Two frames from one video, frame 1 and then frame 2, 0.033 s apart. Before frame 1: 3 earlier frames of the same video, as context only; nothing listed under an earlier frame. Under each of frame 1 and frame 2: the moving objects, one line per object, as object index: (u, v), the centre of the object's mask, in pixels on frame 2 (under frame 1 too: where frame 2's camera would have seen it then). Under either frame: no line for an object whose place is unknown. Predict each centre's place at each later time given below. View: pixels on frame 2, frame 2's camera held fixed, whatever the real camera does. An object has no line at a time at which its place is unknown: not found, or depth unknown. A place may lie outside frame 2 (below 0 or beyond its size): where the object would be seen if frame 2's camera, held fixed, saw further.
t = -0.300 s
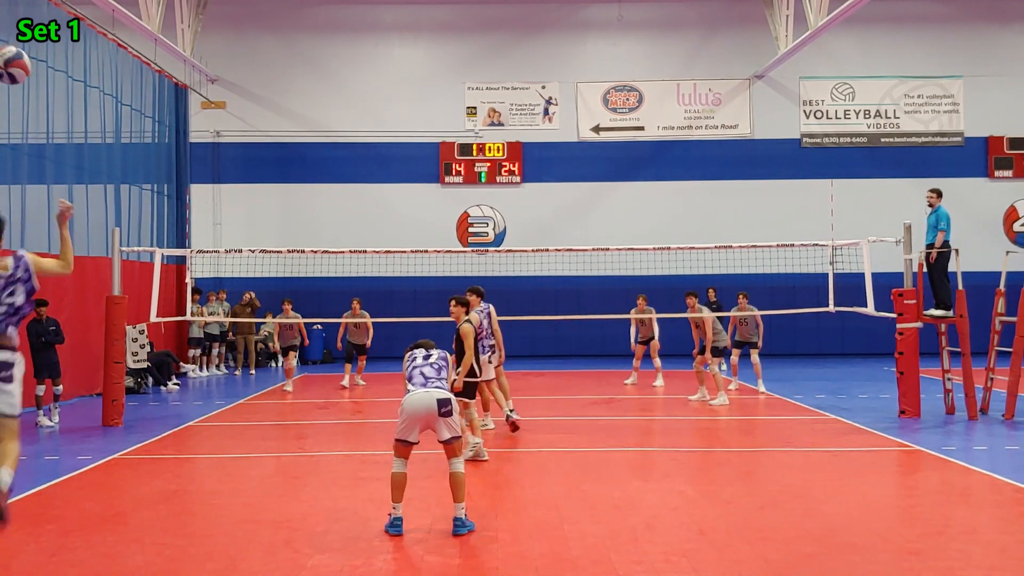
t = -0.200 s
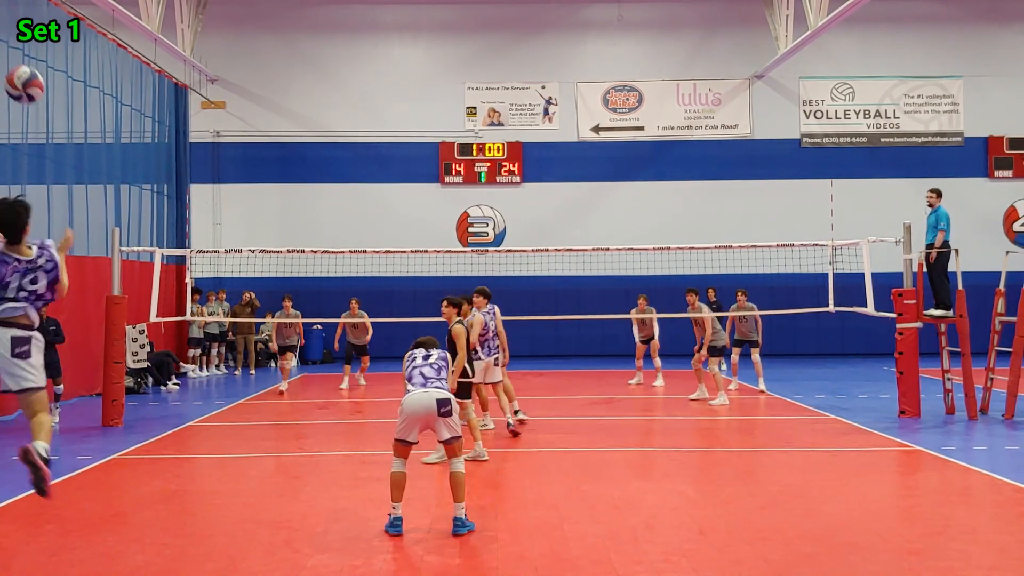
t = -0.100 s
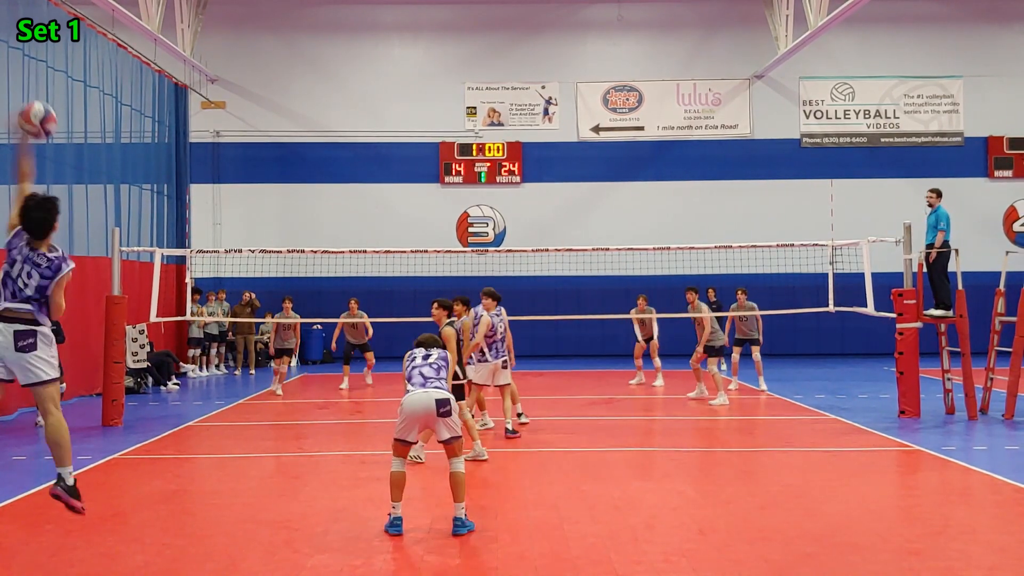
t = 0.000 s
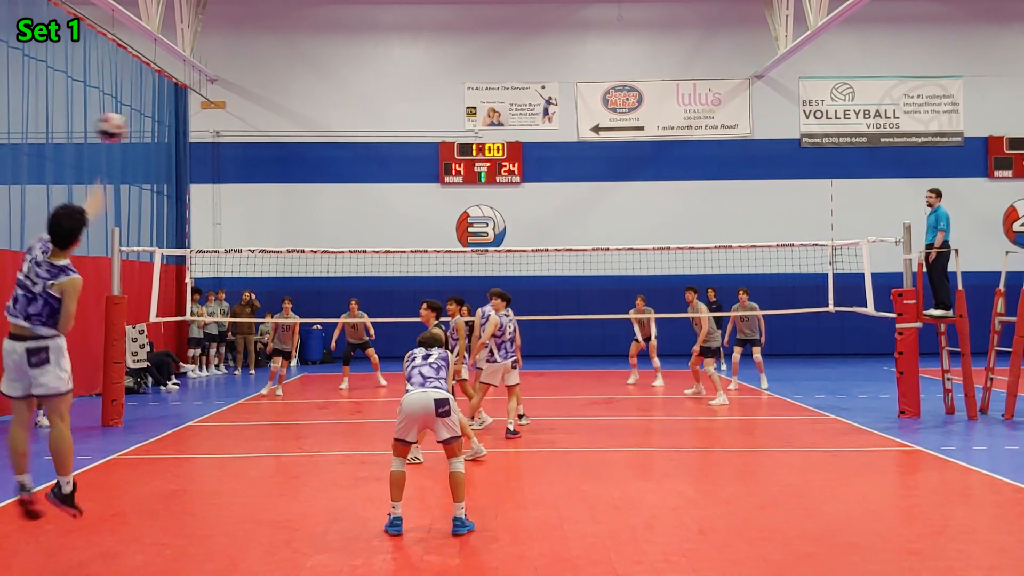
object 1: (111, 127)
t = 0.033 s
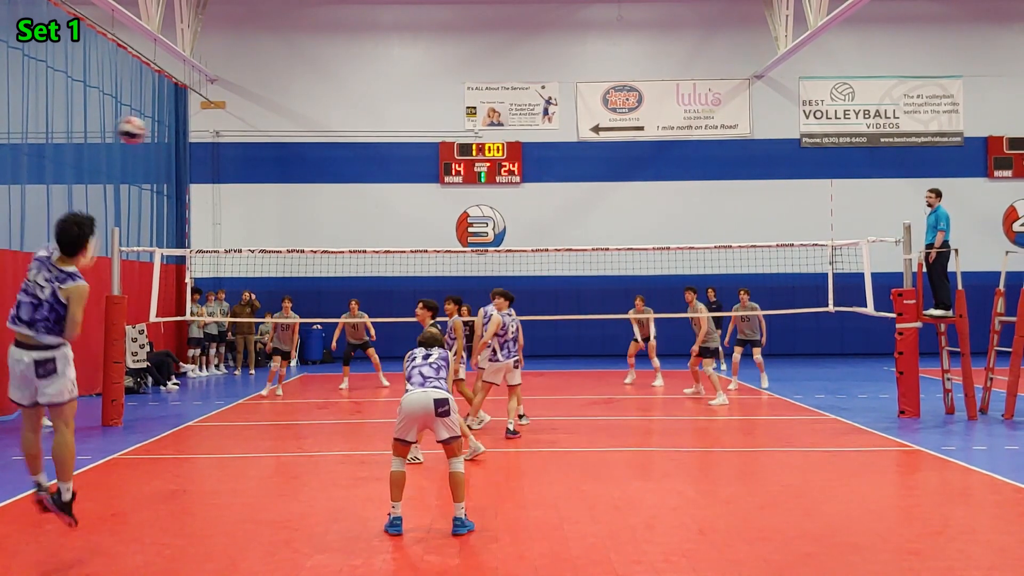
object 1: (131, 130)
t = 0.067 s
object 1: (149, 133)
